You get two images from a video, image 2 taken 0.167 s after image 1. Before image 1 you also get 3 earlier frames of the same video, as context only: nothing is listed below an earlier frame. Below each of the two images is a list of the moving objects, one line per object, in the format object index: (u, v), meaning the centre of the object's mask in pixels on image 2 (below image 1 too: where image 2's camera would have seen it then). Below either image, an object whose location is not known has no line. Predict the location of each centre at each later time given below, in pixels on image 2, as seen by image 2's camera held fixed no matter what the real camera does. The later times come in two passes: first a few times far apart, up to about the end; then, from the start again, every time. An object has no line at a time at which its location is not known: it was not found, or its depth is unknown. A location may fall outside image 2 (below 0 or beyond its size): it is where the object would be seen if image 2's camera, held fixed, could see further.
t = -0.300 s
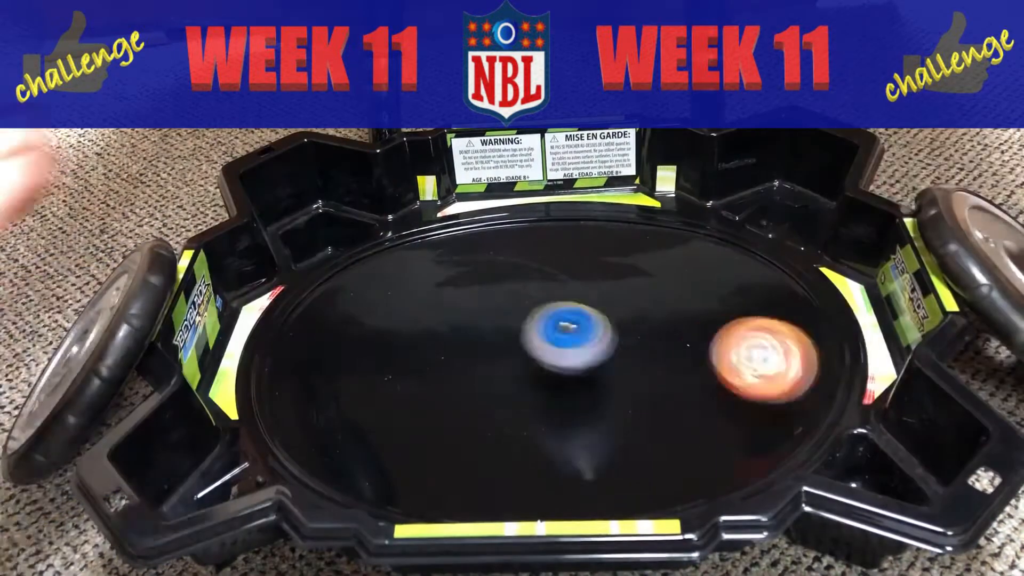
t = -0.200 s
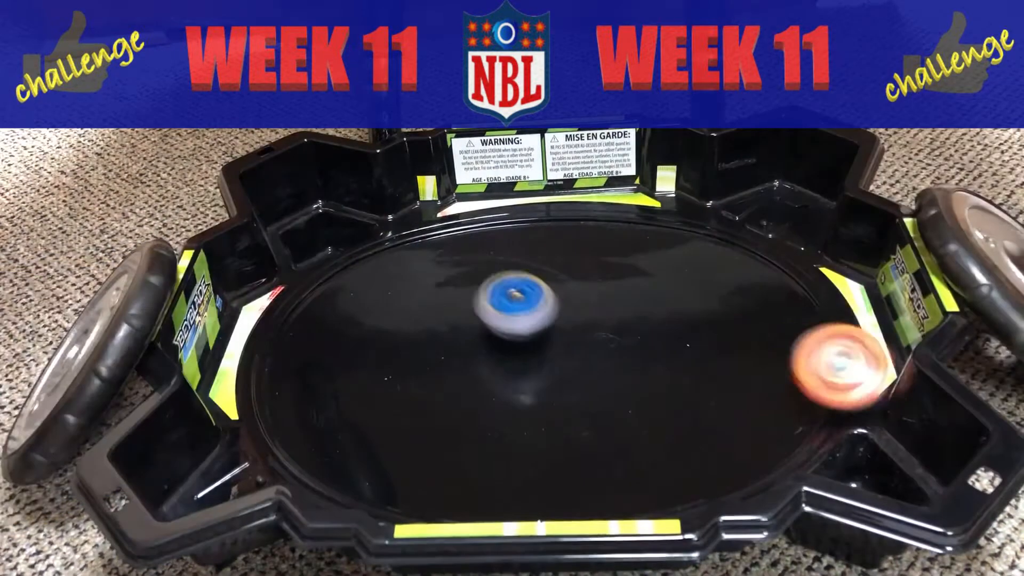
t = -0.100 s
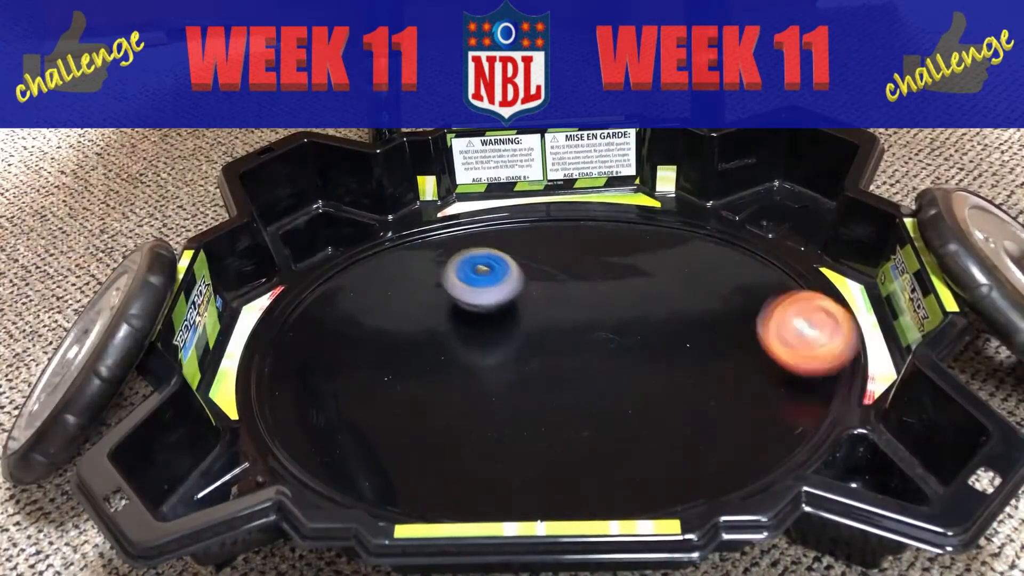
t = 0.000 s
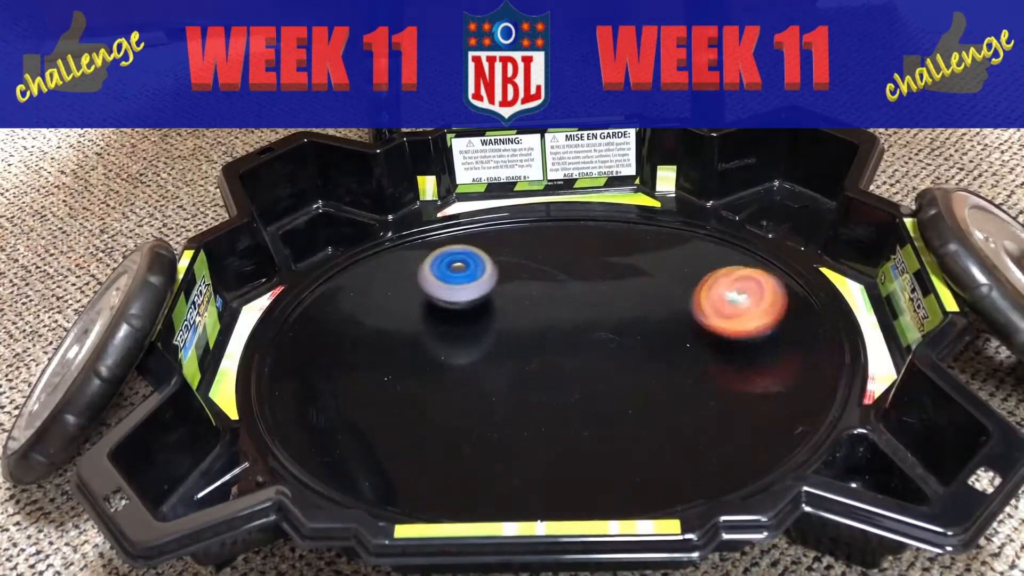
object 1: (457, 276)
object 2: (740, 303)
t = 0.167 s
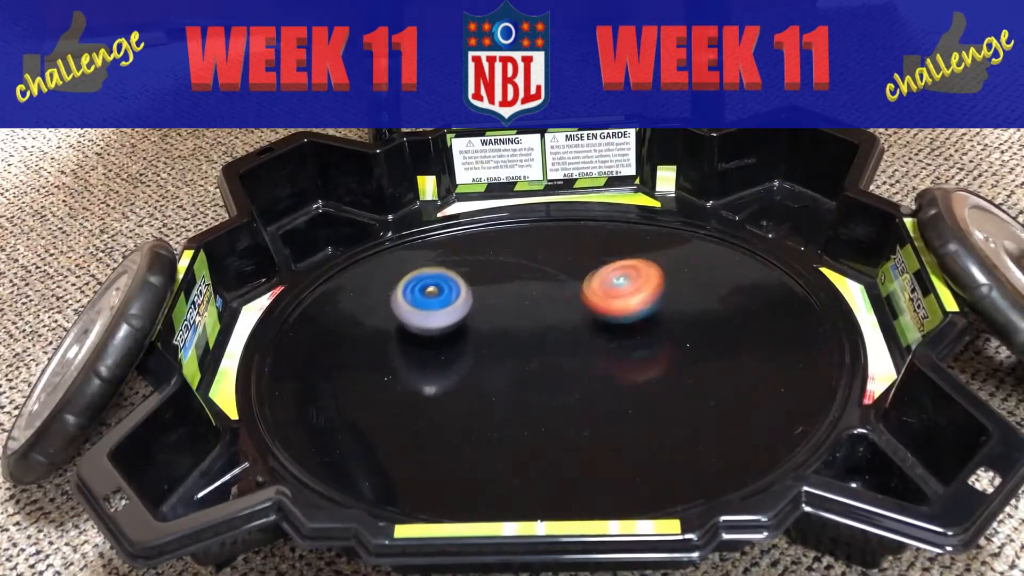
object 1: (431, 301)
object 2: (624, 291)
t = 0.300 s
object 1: (427, 321)
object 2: (561, 310)
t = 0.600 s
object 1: (331, 334)
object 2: (617, 379)
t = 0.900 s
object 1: (372, 387)
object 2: (623, 379)
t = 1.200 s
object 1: (486, 397)
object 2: (604, 359)
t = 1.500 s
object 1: (548, 372)
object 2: (613, 309)
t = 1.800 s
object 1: (581, 347)
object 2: (628, 292)
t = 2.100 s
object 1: (554, 372)
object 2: (647, 292)
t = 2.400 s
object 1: (504, 417)
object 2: (650, 291)
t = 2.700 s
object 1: (468, 435)
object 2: (644, 277)
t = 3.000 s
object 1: (518, 383)
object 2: (608, 290)
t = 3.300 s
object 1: (468, 359)
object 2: (559, 289)
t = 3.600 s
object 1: (449, 346)
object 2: (540, 286)
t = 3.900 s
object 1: (458, 338)
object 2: (536, 300)
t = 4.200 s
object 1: (462, 343)
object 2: (548, 315)
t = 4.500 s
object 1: (455, 352)
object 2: (597, 334)
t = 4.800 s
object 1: (483, 352)
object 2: (578, 359)
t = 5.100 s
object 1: (506, 350)
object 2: (589, 361)
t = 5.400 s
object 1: (514, 335)
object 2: (591, 363)
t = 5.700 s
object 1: (520, 333)
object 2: (597, 355)
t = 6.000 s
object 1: (512, 329)
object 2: (603, 360)
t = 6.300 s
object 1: (508, 328)
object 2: (591, 360)
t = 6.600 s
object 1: (505, 332)
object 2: (590, 371)
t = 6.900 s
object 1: (495, 331)
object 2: (549, 390)
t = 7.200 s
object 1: (499, 340)
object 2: (547, 391)
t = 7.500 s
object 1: (504, 347)
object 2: (581, 385)
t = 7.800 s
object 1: (515, 342)
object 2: (583, 384)
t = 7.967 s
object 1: (517, 338)
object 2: (579, 382)
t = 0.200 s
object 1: (429, 307)
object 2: (605, 293)
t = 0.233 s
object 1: (427, 312)
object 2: (589, 297)
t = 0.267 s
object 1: (427, 316)
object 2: (574, 303)
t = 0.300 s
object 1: (427, 321)
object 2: (561, 310)
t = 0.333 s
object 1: (429, 326)
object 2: (546, 317)
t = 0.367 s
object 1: (432, 331)
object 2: (532, 325)
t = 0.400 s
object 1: (435, 336)
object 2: (518, 332)
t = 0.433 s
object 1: (416, 335)
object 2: (529, 339)
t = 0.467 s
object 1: (388, 332)
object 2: (553, 349)
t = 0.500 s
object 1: (366, 331)
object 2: (573, 360)
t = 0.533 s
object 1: (349, 331)
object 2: (591, 368)
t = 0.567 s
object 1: (337, 332)
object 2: (606, 375)
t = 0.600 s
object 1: (331, 334)
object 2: (617, 379)
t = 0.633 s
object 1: (328, 339)
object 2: (623, 381)
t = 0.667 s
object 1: (329, 344)
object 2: (625, 383)
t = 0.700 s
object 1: (331, 350)
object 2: (625, 383)
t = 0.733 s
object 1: (335, 357)
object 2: (626, 382)
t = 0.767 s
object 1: (340, 363)
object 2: (626, 382)
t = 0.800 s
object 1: (346, 370)
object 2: (625, 381)
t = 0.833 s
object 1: (354, 376)
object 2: (624, 381)
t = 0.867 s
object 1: (362, 382)
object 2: (624, 380)
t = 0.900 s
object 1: (372, 387)
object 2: (623, 379)
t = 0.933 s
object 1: (383, 391)
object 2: (621, 378)
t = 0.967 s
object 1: (394, 394)
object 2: (618, 377)
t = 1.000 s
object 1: (407, 397)
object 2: (617, 375)
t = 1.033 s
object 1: (419, 399)
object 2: (614, 373)
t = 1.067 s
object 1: (433, 400)
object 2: (612, 371)
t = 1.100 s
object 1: (447, 400)
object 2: (609, 368)
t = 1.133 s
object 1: (460, 400)
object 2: (608, 366)
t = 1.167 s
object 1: (473, 399)
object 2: (606, 363)
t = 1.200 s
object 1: (486, 397)
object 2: (604, 359)
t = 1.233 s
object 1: (499, 395)
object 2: (602, 356)
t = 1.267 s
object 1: (511, 392)
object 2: (601, 353)
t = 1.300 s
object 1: (522, 389)
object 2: (600, 349)
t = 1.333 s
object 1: (533, 386)
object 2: (599, 345)
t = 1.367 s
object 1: (538, 384)
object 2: (601, 338)
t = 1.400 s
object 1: (539, 384)
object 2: (607, 329)
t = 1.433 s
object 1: (541, 381)
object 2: (609, 321)
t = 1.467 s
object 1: (544, 378)
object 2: (611, 314)
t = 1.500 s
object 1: (548, 372)
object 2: (613, 309)
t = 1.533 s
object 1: (553, 367)
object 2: (615, 304)
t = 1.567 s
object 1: (559, 362)
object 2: (616, 301)
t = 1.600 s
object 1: (563, 358)
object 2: (617, 299)
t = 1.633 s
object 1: (568, 354)
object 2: (619, 297)
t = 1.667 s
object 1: (572, 352)
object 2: (620, 295)
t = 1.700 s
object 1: (576, 349)
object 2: (621, 293)
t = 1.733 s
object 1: (579, 348)
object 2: (623, 293)
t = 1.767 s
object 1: (579, 348)
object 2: (627, 292)
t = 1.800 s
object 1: (581, 347)
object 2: (628, 292)
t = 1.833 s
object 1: (583, 347)
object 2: (629, 293)
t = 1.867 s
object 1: (581, 350)
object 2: (633, 290)
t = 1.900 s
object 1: (572, 356)
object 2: (642, 284)
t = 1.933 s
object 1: (564, 361)
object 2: (646, 283)
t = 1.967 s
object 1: (559, 365)
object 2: (648, 284)
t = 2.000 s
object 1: (555, 368)
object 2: (648, 285)
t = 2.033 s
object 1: (553, 370)
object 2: (648, 287)
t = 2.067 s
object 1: (553, 371)
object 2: (648, 289)
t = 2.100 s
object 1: (554, 372)
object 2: (647, 292)
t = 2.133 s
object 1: (556, 373)
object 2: (645, 295)
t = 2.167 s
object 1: (558, 373)
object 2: (643, 298)
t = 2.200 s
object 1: (561, 374)
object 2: (638, 303)
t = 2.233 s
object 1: (563, 373)
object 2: (632, 309)
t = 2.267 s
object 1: (566, 373)
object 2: (626, 315)
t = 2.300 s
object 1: (568, 373)
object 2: (618, 322)
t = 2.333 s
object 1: (552, 385)
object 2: (624, 314)
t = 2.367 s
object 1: (526, 403)
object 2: (639, 301)
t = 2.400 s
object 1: (504, 417)
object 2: (650, 291)
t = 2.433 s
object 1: (483, 427)
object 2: (657, 284)
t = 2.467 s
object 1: (468, 434)
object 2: (660, 282)
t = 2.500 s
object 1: (457, 438)
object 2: (659, 280)
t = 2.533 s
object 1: (452, 441)
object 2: (657, 279)
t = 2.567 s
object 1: (451, 442)
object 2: (655, 277)
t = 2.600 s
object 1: (452, 442)
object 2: (652, 277)
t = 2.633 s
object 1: (456, 441)
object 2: (650, 276)
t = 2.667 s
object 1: (461, 438)
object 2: (648, 276)
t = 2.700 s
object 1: (468, 435)
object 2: (644, 277)
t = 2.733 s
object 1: (476, 430)
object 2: (642, 278)
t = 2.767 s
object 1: (484, 425)
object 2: (639, 278)
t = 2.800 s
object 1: (491, 420)
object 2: (635, 280)
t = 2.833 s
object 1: (498, 414)
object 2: (632, 281)
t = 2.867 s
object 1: (504, 408)
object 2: (628, 283)
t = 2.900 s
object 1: (510, 402)
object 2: (623, 284)
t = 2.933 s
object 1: (513, 395)
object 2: (620, 286)
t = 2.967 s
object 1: (516, 389)
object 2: (614, 288)
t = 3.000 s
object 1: (518, 383)
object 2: (608, 290)
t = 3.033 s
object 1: (519, 377)
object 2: (600, 292)
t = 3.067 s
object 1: (519, 370)
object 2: (592, 295)
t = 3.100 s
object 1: (519, 364)
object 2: (584, 298)
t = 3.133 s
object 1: (519, 359)
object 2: (574, 300)
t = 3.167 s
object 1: (517, 354)
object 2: (565, 303)
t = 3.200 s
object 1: (508, 354)
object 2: (561, 301)
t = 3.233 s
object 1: (493, 357)
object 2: (562, 294)
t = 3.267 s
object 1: (479, 359)
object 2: (562, 291)
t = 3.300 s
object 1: (468, 359)
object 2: (559, 289)
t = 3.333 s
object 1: (462, 358)
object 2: (556, 288)
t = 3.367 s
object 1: (458, 357)
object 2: (554, 287)
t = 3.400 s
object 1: (455, 355)
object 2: (551, 287)
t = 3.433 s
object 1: (453, 354)
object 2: (549, 285)
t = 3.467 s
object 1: (451, 352)
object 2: (546, 285)
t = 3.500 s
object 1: (450, 350)
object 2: (545, 285)
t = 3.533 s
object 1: (449, 349)
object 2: (543, 285)
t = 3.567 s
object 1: (449, 347)
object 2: (542, 285)
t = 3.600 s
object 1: (449, 346)
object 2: (540, 286)
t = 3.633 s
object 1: (450, 344)
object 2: (539, 287)
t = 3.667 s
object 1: (451, 343)
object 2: (537, 288)
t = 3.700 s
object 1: (453, 341)
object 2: (535, 290)
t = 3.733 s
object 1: (455, 340)
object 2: (534, 292)
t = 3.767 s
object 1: (457, 339)
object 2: (531, 294)
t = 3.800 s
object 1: (460, 337)
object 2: (530, 297)
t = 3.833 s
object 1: (463, 336)
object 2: (527, 298)
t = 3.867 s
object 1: (464, 336)
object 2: (528, 300)
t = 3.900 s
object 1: (458, 338)
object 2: (536, 300)
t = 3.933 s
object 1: (452, 340)
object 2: (543, 300)
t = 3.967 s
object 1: (450, 342)
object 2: (547, 302)
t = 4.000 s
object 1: (450, 342)
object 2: (548, 305)
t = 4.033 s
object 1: (451, 343)
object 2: (546, 308)
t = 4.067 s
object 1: (454, 343)
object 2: (545, 309)
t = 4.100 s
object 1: (457, 343)
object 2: (544, 311)
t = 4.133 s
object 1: (461, 343)
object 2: (543, 312)
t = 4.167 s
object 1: (465, 343)
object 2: (541, 314)
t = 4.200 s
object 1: (462, 343)
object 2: (548, 315)
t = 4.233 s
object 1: (448, 344)
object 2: (564, 315)
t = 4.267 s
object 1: (440, 345)
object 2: (580, 315)
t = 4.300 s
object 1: (436, 346)
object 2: (591, 317)
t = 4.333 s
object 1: (436, 348)
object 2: (600, 319)
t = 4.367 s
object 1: (439, 349)
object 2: (602, 322)
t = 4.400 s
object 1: (442, 350)
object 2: (601, 325)
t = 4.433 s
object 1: (446, 351)
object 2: (600, 329)
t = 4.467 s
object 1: (450, 351)
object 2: (597, 332)
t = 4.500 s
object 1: (455, 352)
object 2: (597, 334)
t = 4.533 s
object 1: (459, 352)
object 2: (593, 338)
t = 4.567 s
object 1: (464, 353)
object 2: (590, 342)
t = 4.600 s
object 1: (469, 353)
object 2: (585, 345)
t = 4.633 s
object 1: (475, 353)
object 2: (579, 348)
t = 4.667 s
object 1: (480, 354)
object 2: (574, 350)
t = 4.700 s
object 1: (485, 354)
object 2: (569, 353)
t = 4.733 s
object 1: (482, 353)
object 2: (574, 355)
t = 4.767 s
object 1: (481, 352)
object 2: (577, 358)
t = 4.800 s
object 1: (483, 352)
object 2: (578, 359)
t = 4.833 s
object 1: (487, 352)
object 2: (576, 360)
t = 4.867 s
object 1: (491, 353)
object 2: (576, 360)
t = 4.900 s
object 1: (493, 352)
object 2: (580, 360)
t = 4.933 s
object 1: (492, 351)
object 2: (585, 361)
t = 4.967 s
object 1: (493, 351)
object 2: (589, 361)
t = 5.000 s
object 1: (496, 352)
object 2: (588, 363)
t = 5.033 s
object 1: (499, 352)
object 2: (587, 363)
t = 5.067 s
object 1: (502, 351)
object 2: (588, 362)
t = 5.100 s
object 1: (506, 350)
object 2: (589, 361)
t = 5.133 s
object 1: (507, 348)
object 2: (592, 361)
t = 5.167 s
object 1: (508, 347)
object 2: (593, 362)
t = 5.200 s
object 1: (510, 345)
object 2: (591, 362)
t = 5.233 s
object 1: (512, 343)
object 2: (592, 362)
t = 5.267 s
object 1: (513, 342)
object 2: (591, 363)
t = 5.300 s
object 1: (513, 339)
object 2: (592, 363)
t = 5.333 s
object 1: (513, 337)
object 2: (593, 364)
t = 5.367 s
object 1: (513, 336)
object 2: (591, 364)
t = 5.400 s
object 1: (514, 335)
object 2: (591, 363)
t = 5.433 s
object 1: (514, 334)
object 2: (592, 362)
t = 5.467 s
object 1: (515, 334)
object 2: (593, 361)
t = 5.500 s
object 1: (515, 333)
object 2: (596, 361)
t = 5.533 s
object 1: (516, 333)
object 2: (596, 360)
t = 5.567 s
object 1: (517, 333)
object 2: (594, 358)
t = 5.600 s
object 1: (518, 333)
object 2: (594, 357)
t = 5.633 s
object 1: (518, 333)
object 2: (595, 356)
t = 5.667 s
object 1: (519, 333)
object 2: (597, 355)
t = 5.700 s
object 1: (520, 333)
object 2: (597, 355)
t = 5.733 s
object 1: (520, 333)
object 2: (596, 353)
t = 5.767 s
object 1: (518, 331)
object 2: (599, 354)
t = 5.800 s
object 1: (515, 329)
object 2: (602, 357)
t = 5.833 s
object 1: (513, 329)
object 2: (601, 360)
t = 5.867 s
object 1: (513, 329)
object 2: (603, 360)
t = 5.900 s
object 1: (512, 329)
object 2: (605, 360)
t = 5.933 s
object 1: (512, 329)
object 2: (605, 361)
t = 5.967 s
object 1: (512, 329)
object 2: (604, 360)
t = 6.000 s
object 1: (512, 329)
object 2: (603, 360)
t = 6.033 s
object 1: (512, 330)
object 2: (600, 359)
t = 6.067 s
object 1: (513, 330)
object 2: (596, 359)
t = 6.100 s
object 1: (513, 331)
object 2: (593, 357)
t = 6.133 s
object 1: (513, 331)
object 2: (591, 355)
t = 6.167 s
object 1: (513, 331)
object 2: (590, 353)
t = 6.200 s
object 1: (512, 331)
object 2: (589, 353)
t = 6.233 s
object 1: (512, 331)
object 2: (587, 354)
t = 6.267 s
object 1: (512, 331)
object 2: (587, 355)
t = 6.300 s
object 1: (508, 328)
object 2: (591, 360)
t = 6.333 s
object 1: (505, 327)
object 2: (592, 365)
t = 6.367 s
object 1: (504, 327)
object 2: (592, 368)
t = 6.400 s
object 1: (504, 327)
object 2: (592, 369)
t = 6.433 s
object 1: (503, 328)
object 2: (592, 369)
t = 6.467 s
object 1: (503, 328)
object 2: (593, 369)
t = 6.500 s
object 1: (504, 329)
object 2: (593, 370)
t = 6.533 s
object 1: (504, 330)
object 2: (592, 371)
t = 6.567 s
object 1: (504, 331)
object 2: (591, 371)
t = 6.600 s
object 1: (505, 332)
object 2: (590, 371)
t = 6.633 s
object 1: (506, 333)
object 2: (587, 370)
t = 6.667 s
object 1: (506, 334)
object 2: (584, 370)
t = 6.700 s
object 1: (507, 335)
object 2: (579, 369)
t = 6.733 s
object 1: (504, 332)
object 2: (576, 371)
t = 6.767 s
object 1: (500, 330)
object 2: (574, 374)
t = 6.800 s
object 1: (498, 329)
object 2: (566, 378)
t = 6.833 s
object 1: (497, 330)
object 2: (560, 381)
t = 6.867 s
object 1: (496, 330)
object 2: (554, 385)
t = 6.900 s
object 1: (495, 331)
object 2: (549, 390)
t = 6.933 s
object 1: (495, 331)
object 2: (547, 393)
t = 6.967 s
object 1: (495, 332)
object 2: (548, 395)
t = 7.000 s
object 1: (495, 333)
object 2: (549, 396)
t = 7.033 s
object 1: (496, 334)
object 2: (550, 397)
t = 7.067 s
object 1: (496, 335)
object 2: (551, 398)
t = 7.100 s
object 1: (497, 336)
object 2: (550, 397)
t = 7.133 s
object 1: (497, 337)
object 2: (549, 396)
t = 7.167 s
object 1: (498, 339)
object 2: (547, 394)
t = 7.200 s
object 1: (499, 340)
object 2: (547, 391)
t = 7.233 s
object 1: (500, 342)
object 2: (548, 387)
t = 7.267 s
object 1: (498, 340)
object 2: (555, 385)
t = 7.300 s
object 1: (497, 340)
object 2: (562, 384)
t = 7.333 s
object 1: (498, 341)
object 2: (569, 382)
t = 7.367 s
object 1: (498, 343)
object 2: (574, 382)
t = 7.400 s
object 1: (499, 344)
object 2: (578, 383)
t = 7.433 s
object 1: (501, 345)
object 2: (580, 383)
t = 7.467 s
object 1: (502, 346)
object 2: (581, 384)
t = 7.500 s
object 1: (504, 347)
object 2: (581, 385)
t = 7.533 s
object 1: (507, 347)
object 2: (582, 385)
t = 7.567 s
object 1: (509, 348)
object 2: (581, 384)
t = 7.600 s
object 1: (511, 348)
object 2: (580, 384)
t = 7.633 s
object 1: (513, 347)
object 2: (581, 384)
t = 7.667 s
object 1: (513, 346)
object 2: (582, 384)
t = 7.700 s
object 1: (514, 345)
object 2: (582, 384)
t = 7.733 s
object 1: (515, 345)
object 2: (581, 384)
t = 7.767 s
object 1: (515, 344)
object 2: (582, 384)
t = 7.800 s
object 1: (515, 342)
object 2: (583, 384)
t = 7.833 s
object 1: (515, 342)
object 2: (583, 384)
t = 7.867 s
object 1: (516, 341)
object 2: (583, 384)
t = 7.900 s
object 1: (516, 340)
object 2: (582, 383)
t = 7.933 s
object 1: (517, 340)
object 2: (580, 383)
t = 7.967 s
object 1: (517, 338)
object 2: (579, 382)
